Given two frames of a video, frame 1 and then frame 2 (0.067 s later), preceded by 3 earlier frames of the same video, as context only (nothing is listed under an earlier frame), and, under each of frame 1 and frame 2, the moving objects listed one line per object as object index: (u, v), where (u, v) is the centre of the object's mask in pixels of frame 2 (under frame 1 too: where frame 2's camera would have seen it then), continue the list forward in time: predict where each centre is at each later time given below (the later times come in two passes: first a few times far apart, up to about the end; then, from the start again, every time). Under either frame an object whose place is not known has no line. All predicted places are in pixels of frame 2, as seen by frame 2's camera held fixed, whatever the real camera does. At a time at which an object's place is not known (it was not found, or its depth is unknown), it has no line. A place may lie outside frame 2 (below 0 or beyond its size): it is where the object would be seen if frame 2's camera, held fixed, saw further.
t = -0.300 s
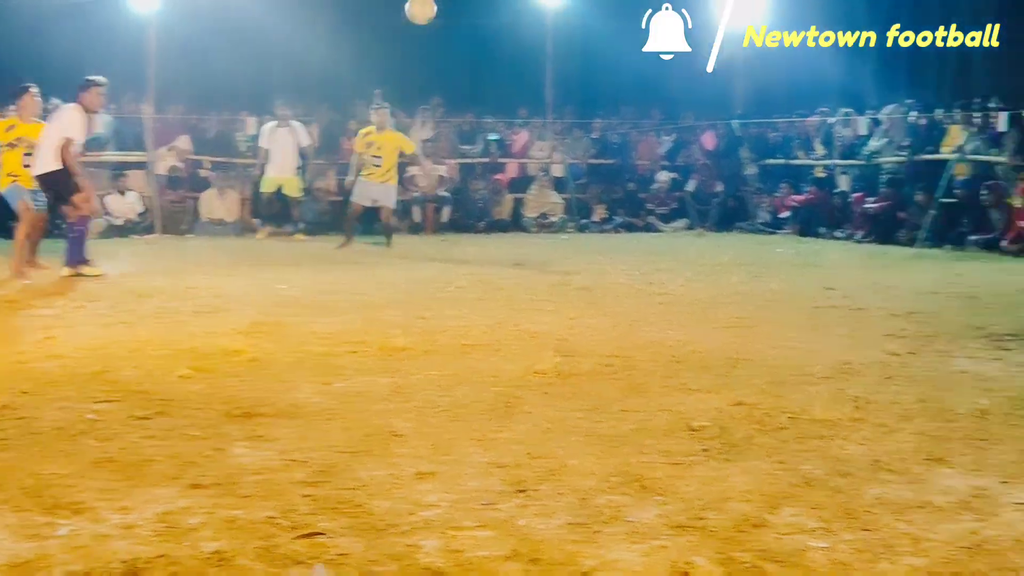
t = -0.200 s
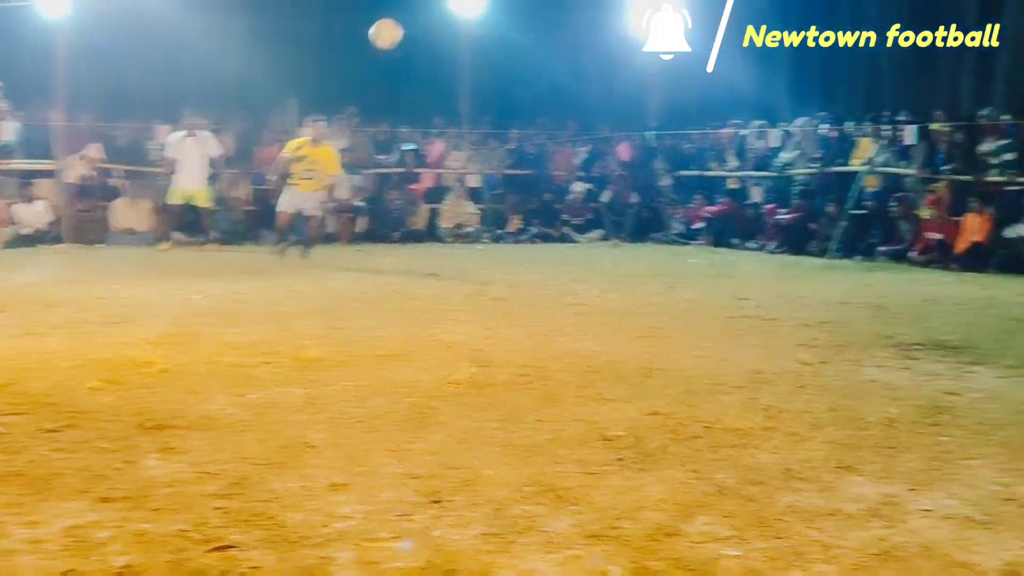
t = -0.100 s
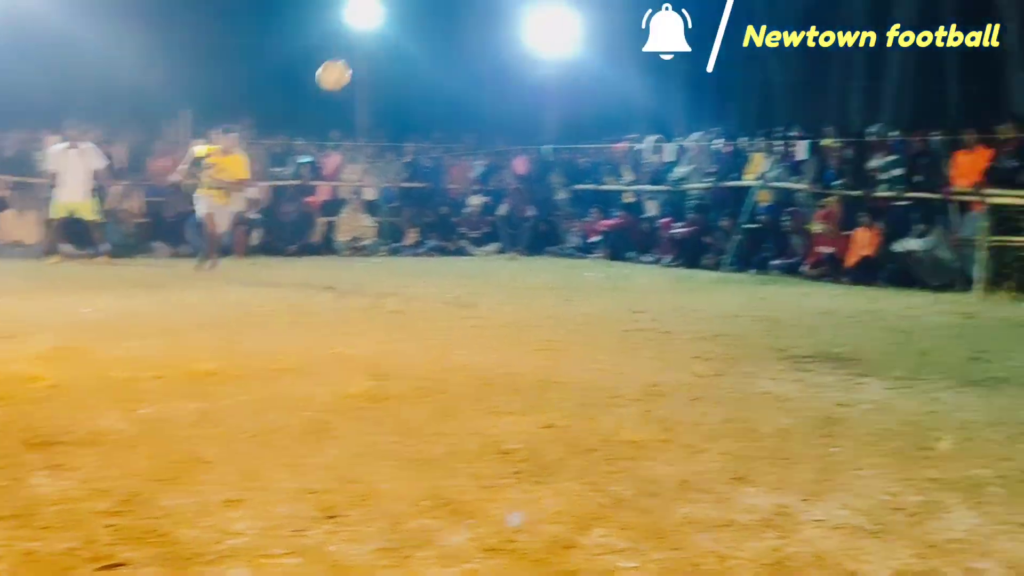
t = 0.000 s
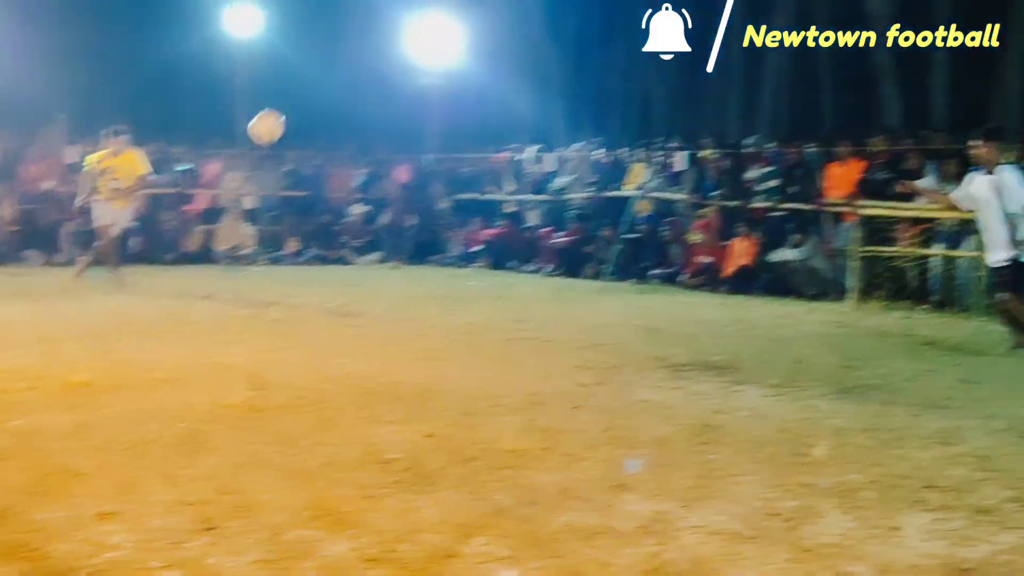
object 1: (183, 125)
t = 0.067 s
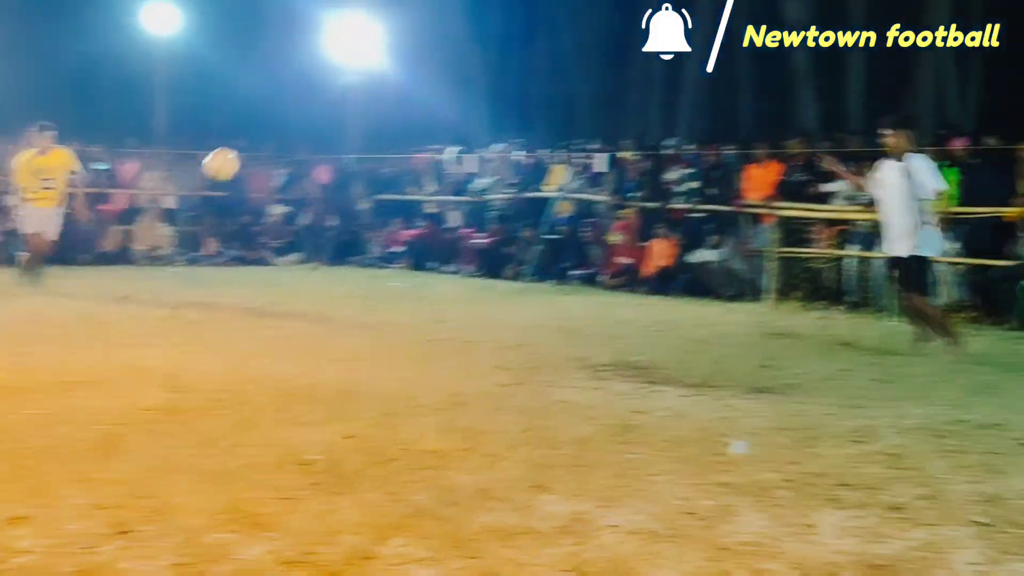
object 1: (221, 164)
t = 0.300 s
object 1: (336, 301)
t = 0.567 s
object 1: (391, 164)
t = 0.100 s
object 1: (234, 185)
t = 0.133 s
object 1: (252, 209)
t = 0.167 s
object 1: (272, 234)
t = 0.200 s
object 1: (291, 259)
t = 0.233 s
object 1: (309, 289)
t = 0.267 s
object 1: (328, 318)
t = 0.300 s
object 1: (336, 301)
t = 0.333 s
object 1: (343, 279)
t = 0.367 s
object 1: (350, 258)
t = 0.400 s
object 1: (357, 238)
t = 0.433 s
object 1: (364, 222)
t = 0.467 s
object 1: (371, 205)
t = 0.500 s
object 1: (378, 190)
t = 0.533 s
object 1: (385, 177)
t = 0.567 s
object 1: (391, 164)
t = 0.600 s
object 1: (398, 152)
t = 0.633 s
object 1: (405, 143)
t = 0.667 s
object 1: (412, 135)
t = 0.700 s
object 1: (419, 128)
